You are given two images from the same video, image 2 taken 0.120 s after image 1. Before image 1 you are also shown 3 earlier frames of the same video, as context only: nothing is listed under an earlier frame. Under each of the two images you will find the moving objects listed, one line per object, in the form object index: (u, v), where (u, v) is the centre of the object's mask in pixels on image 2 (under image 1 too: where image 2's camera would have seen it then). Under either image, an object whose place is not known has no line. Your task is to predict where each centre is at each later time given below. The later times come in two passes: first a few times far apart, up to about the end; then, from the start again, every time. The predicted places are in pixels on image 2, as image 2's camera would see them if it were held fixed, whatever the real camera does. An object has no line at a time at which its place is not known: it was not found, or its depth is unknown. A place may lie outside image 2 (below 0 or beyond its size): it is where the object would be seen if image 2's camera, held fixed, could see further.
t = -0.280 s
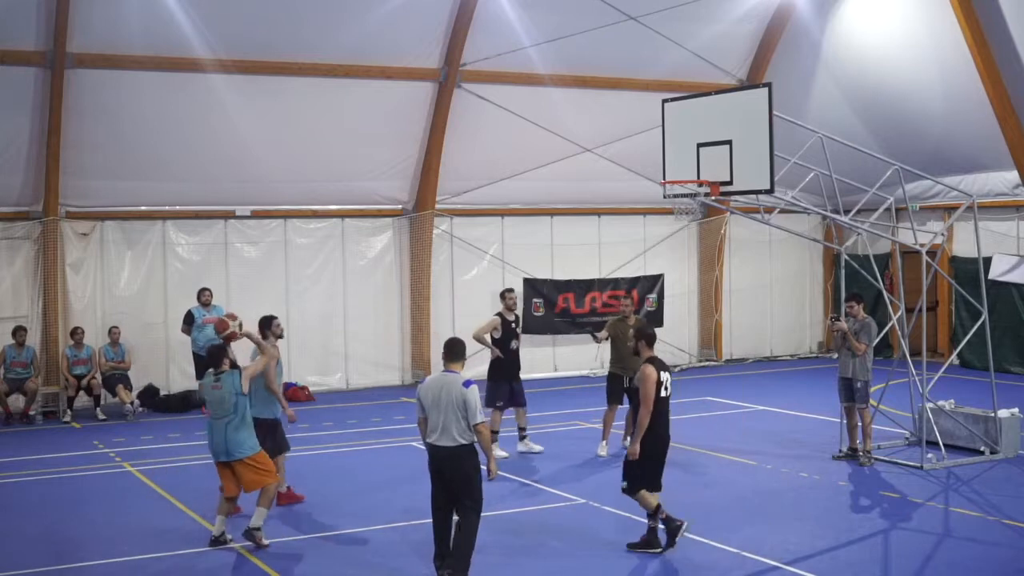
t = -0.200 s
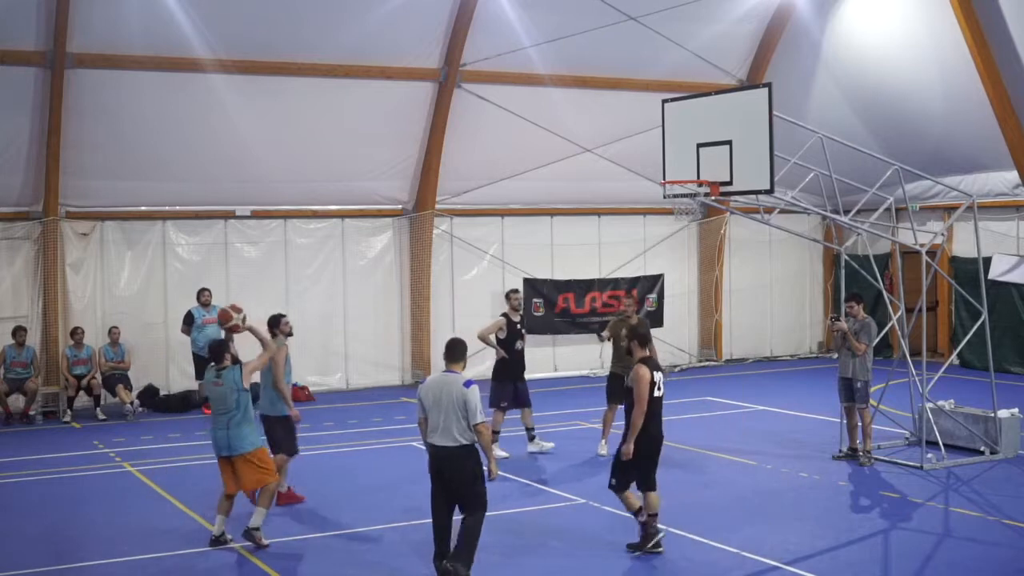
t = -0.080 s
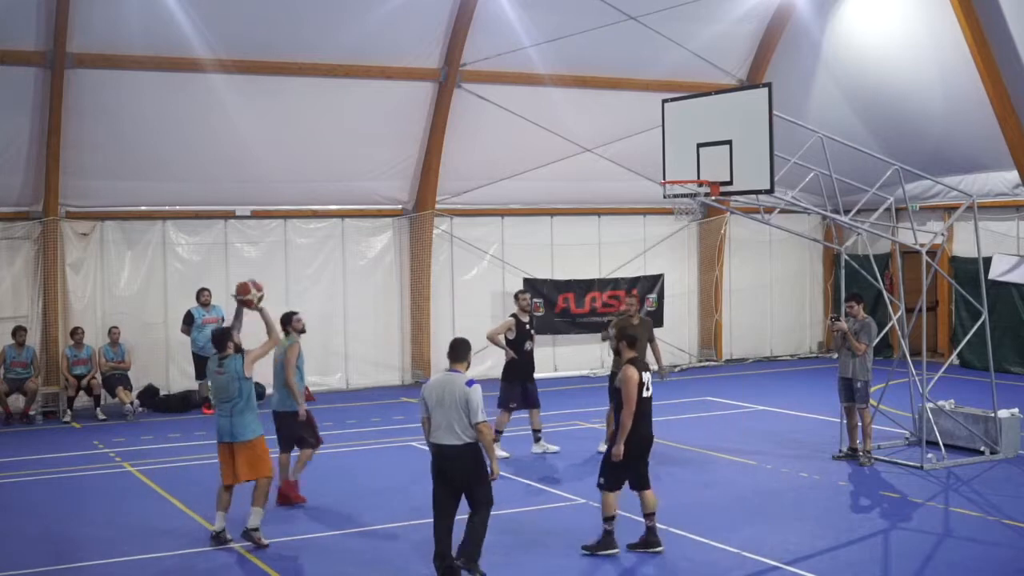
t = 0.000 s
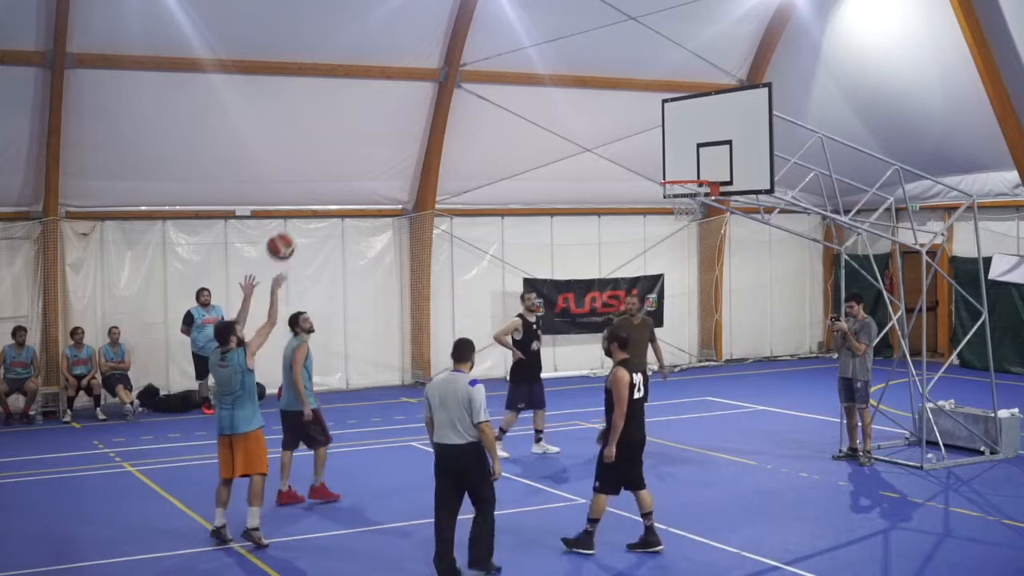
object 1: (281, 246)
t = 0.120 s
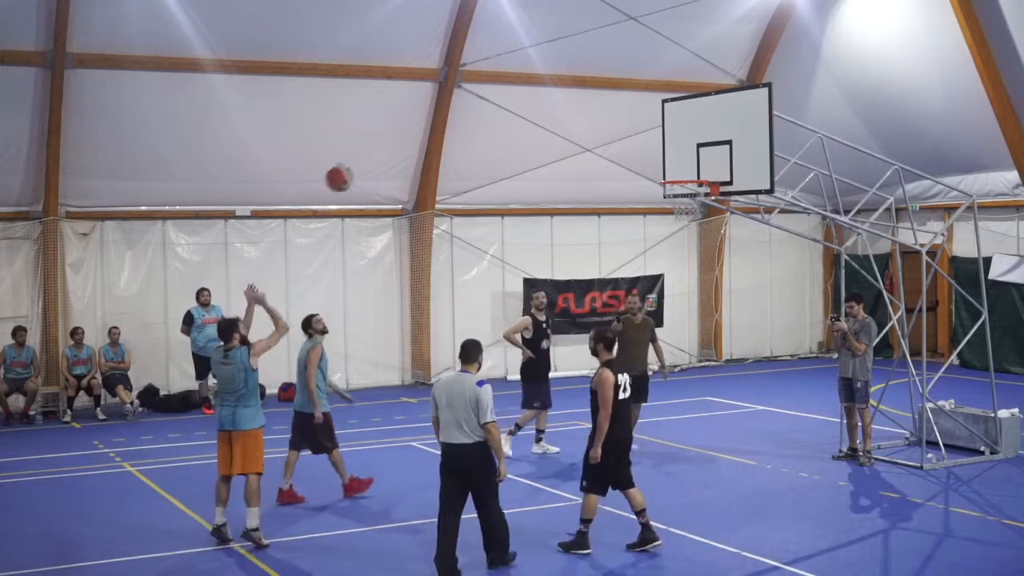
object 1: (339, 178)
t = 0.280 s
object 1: (413, 115)
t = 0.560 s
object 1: (536, 76)
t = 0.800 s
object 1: (630, 109)
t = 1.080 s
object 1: (672, 148)
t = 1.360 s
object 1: (577, 114)
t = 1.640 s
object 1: (485, 159)
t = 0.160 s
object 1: (358, 159)
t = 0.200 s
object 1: (377, 142)
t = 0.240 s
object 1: (395, 127)
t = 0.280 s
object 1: (413, 115)
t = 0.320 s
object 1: (432, 102)
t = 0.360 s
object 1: (450, 94)
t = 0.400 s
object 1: (467, 87)
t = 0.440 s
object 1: (485, 82)
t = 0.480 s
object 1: (501, 79)
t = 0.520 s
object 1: (519, 76)
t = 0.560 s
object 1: (536, 76)
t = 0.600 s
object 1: (552, 78)
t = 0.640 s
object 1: (568, 81)
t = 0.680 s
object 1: (584, 86)
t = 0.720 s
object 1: (599, 94)
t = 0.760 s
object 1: (615, 100)
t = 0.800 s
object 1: (630, 109)
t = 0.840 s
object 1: (645, 120)
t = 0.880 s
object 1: (660, 132)
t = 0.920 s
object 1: (675, 146)
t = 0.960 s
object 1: (689, 161)
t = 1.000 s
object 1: (699, 171)
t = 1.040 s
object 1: (685, 159)
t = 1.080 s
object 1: (672, 148)
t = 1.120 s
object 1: (658, 138)
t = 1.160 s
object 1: (644, 131)
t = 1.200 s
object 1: (631, 124)
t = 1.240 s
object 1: (617, 119)
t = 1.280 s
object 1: (604, 116)
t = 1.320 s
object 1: (590, 114)
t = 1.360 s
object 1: (577, 114)
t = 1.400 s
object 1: (564, 116)
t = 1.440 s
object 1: (551, 119)
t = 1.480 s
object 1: (537, 124)
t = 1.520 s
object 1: (524, 130)
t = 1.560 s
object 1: (511, 138)
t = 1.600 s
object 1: (498, 147)
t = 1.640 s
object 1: (485, 159)
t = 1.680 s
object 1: (472, 171)
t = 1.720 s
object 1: (460, 186)
